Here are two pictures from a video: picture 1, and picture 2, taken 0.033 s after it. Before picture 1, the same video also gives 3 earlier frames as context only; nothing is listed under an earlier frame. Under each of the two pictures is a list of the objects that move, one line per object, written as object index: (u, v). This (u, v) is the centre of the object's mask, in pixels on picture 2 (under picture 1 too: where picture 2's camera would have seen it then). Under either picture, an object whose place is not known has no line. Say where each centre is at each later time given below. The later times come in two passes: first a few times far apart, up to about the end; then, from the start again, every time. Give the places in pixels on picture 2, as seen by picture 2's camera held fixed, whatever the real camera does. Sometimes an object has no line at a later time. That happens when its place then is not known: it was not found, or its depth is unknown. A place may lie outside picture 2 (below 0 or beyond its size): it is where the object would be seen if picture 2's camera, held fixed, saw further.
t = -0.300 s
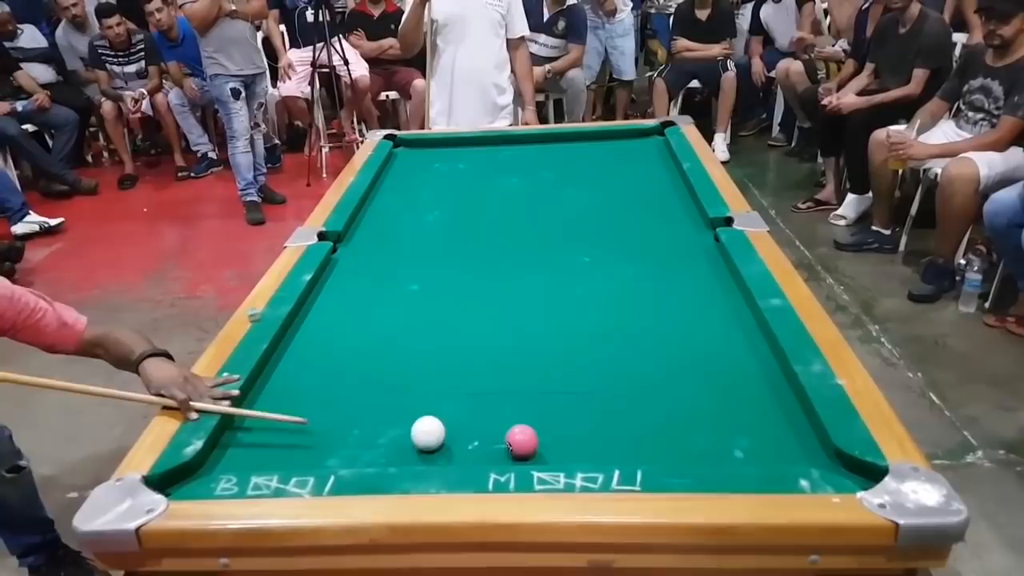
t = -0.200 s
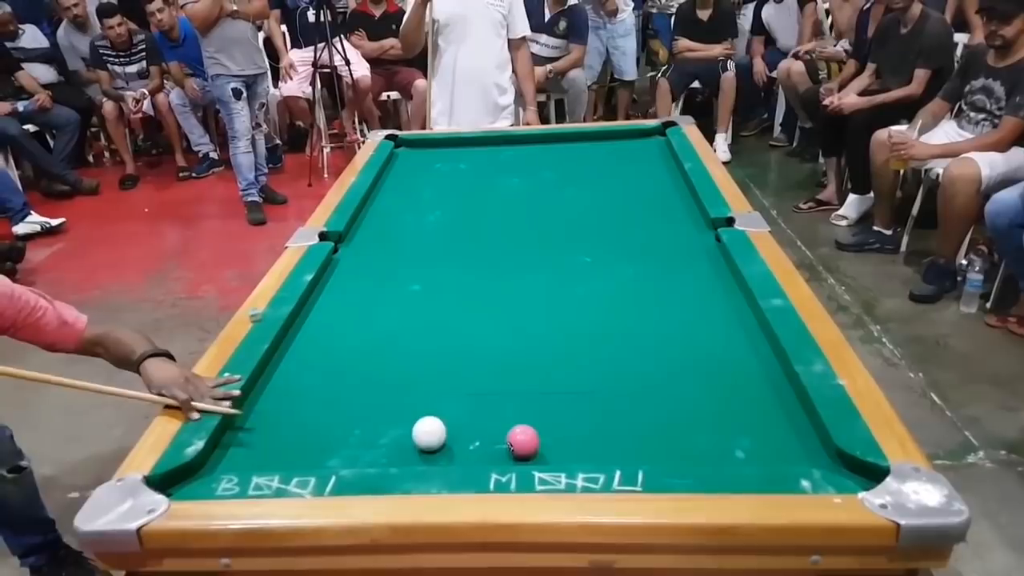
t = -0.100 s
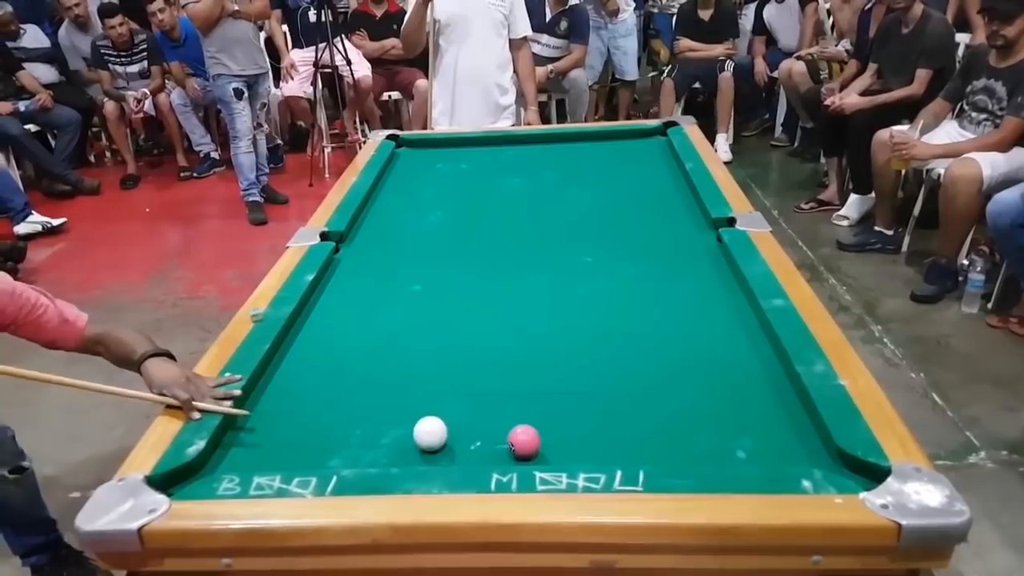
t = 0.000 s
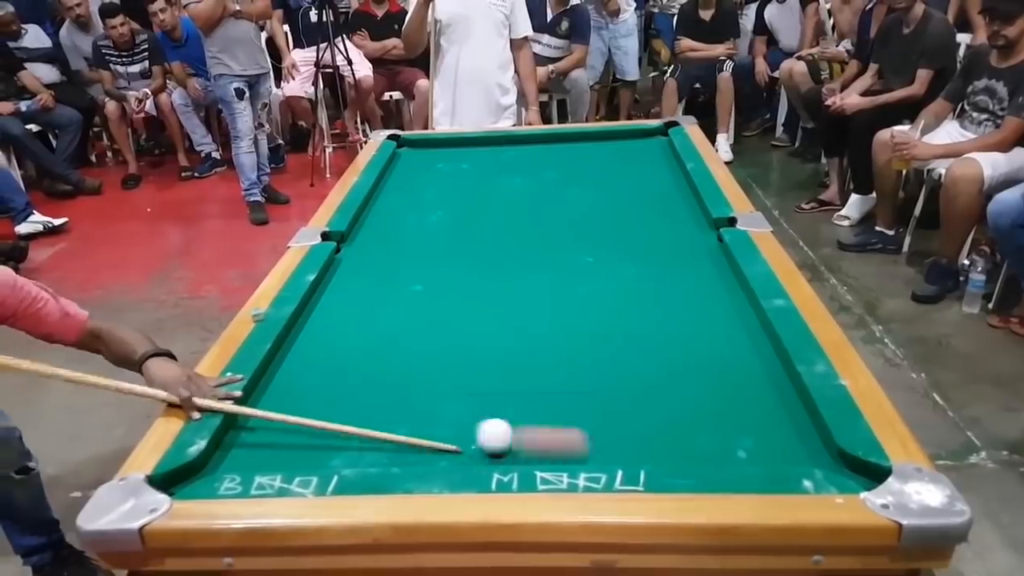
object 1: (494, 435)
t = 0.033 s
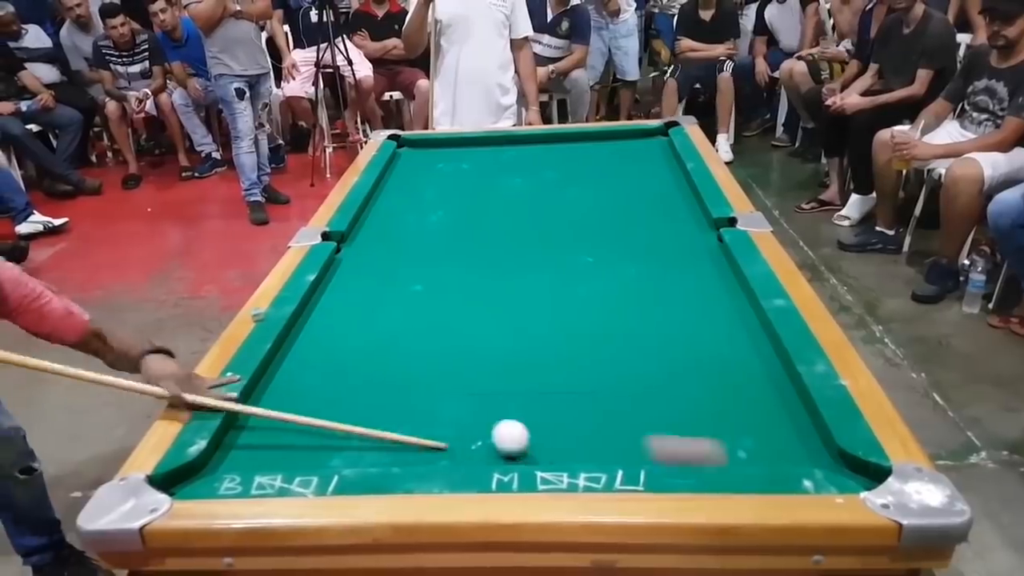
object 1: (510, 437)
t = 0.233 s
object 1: (565, 451)
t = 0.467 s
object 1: (520, 453)
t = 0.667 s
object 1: (472, 453)
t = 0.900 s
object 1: (420, 454)
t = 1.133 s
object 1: (372, 455)
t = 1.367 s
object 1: (332, 456)
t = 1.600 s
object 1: (299, 453)
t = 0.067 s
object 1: (526, 443)
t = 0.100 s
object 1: (539, 444)
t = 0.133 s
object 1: (549, 447)
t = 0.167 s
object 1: (557, 448)
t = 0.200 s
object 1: (563, 450)
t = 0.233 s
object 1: (565, 451)
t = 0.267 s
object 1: (564, 451)
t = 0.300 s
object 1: (561, 452)
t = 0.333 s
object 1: (554, 452)
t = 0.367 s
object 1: (545, 452)
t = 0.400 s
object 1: (537, 452)
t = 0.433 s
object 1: (528, 452)
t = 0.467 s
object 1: (520, 453)
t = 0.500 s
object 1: (512, 453)
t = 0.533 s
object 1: (504, 453)
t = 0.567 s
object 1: (496, 453)
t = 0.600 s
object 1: (488, 453)
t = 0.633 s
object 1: (480, 453)
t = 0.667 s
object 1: (472, 453)
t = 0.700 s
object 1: (464, 453)
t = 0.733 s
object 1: (457, 453)
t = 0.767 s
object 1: (449, 453)
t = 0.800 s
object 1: (442, 454)
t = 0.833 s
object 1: (434, 454)
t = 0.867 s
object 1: (427, 454)
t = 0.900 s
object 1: (420, 454)
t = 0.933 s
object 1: (413, 454)
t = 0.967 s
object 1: (406, 454)
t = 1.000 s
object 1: (399, 454)
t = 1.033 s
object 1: (392, 455)
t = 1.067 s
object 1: (385, 455)
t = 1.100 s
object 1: (379, 455)
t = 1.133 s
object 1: (372, 455)
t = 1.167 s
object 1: (366, 455)
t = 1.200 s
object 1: (360, 455)
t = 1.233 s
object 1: (357, 455)
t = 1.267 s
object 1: (350, 455)
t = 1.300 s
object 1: (344, 455)
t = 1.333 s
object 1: (338, 456)
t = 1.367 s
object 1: (332, 456)
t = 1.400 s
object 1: (327, 456)
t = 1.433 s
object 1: (321, 456)
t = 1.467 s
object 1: (315, 456)
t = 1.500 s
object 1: (311, 455)
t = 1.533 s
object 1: (307, 455)
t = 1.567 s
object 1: (302, 454)
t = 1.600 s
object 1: (299, 453)
